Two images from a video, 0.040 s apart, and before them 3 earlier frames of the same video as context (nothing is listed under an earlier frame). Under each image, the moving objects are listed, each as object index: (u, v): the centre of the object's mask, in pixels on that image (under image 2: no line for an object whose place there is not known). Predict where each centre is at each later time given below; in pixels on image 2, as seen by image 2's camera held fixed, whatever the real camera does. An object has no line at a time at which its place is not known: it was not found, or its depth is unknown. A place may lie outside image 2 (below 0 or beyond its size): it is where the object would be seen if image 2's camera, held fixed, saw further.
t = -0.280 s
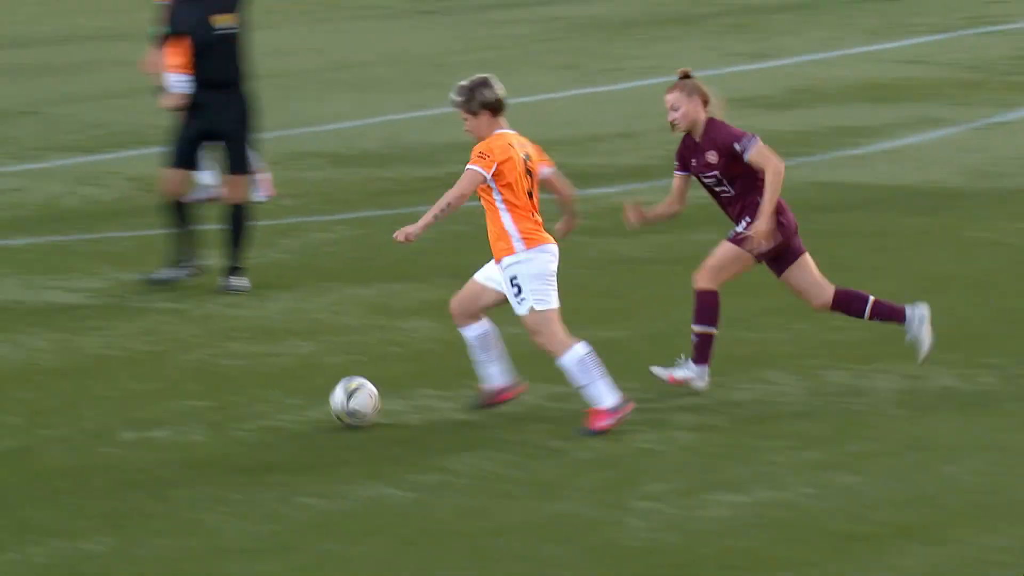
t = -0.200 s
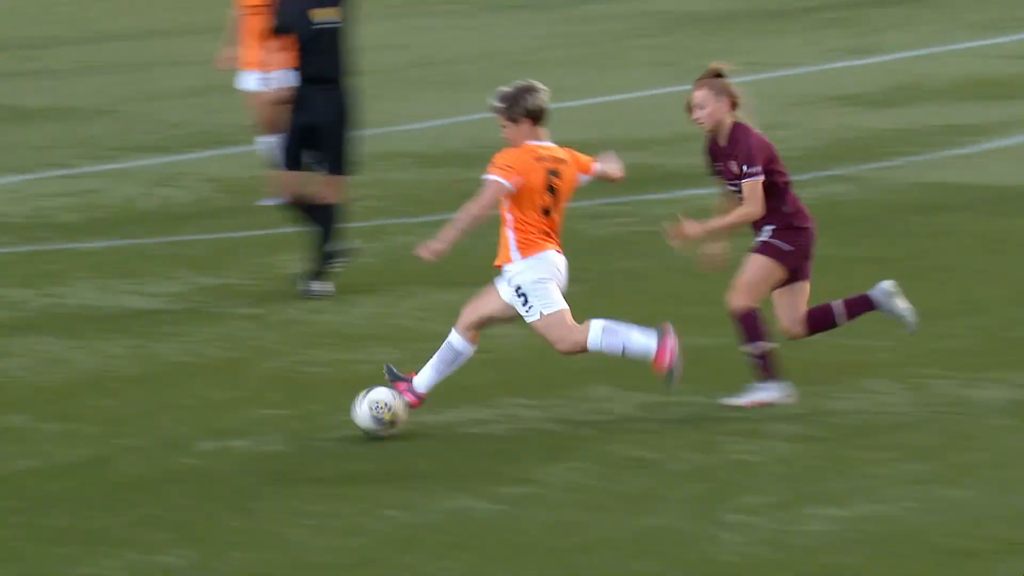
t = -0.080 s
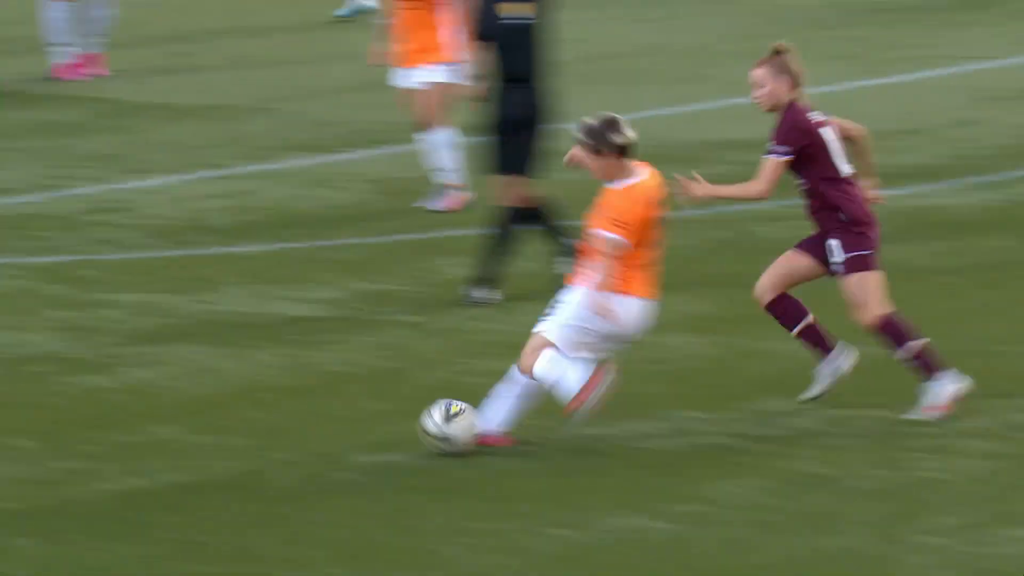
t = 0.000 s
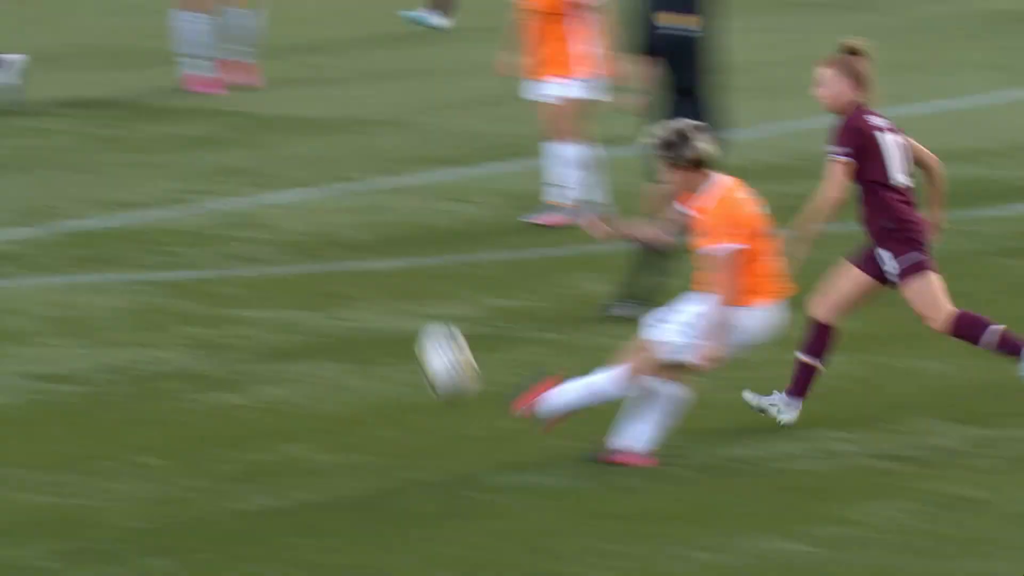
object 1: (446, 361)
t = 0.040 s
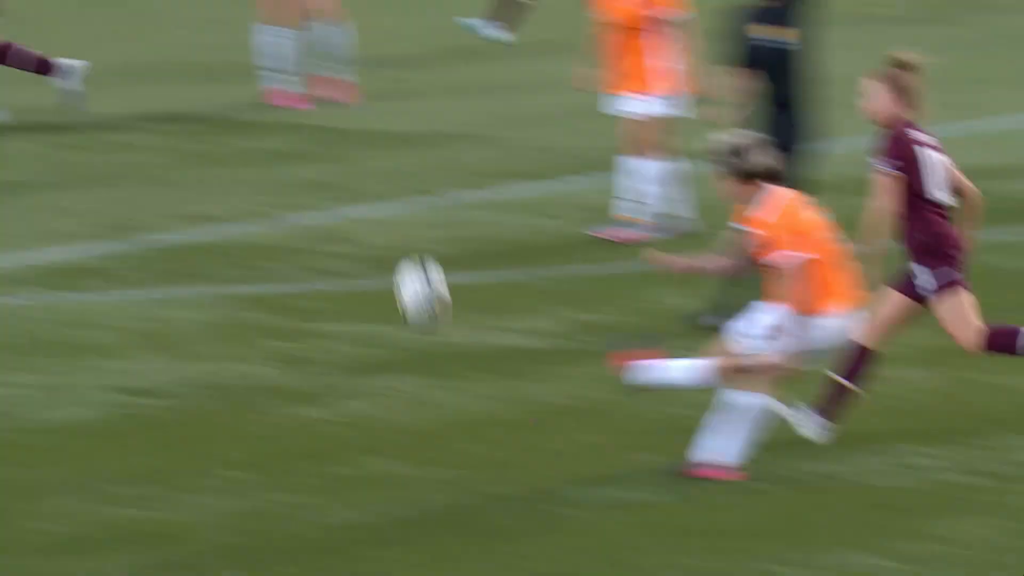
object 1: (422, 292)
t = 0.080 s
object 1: (320, 212)
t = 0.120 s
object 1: (221, 138)
